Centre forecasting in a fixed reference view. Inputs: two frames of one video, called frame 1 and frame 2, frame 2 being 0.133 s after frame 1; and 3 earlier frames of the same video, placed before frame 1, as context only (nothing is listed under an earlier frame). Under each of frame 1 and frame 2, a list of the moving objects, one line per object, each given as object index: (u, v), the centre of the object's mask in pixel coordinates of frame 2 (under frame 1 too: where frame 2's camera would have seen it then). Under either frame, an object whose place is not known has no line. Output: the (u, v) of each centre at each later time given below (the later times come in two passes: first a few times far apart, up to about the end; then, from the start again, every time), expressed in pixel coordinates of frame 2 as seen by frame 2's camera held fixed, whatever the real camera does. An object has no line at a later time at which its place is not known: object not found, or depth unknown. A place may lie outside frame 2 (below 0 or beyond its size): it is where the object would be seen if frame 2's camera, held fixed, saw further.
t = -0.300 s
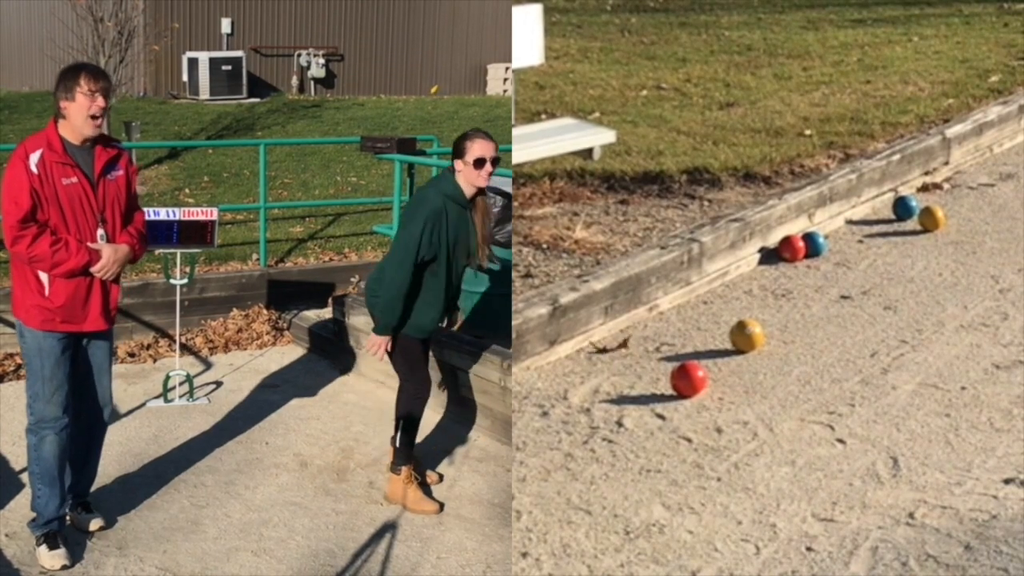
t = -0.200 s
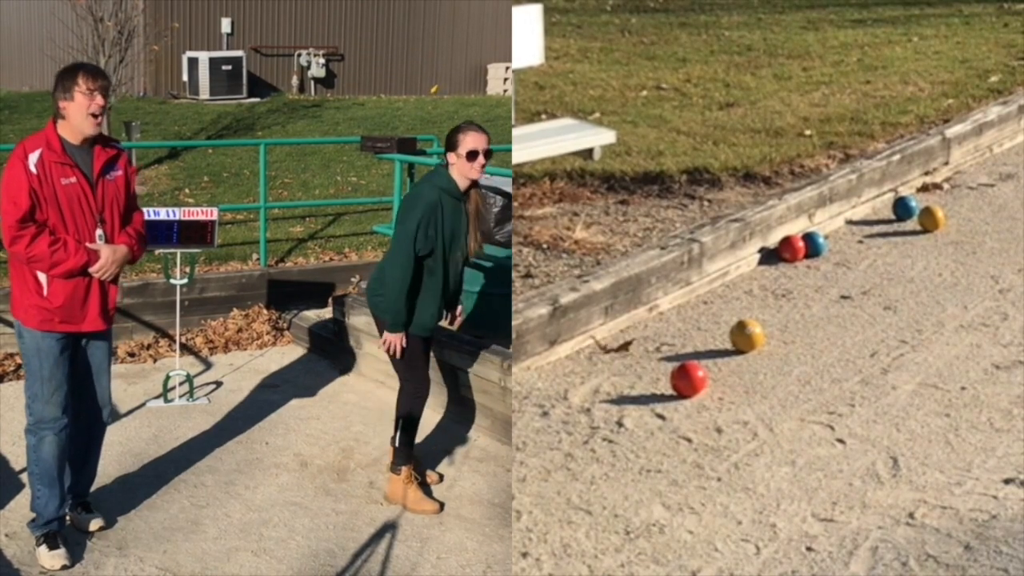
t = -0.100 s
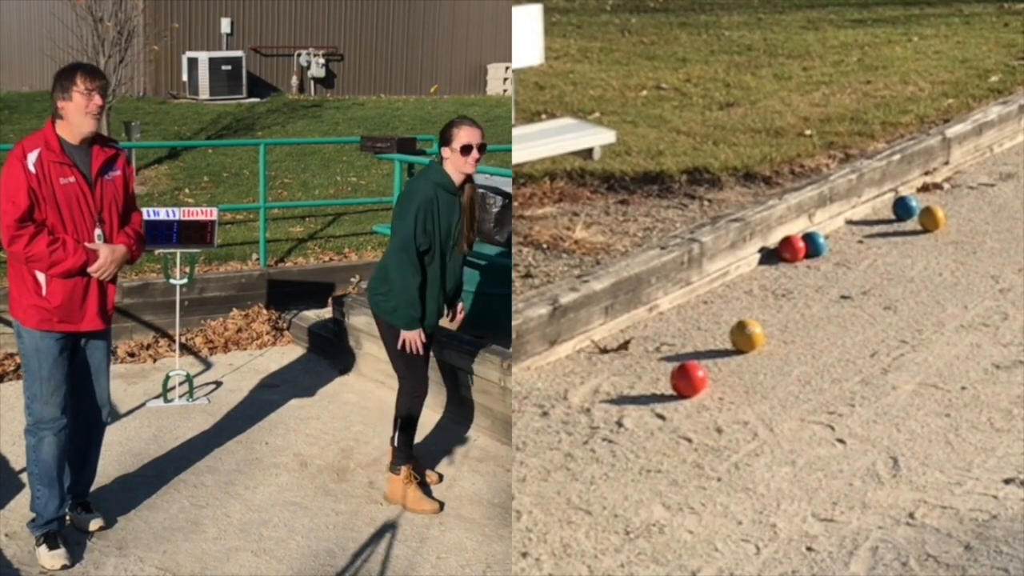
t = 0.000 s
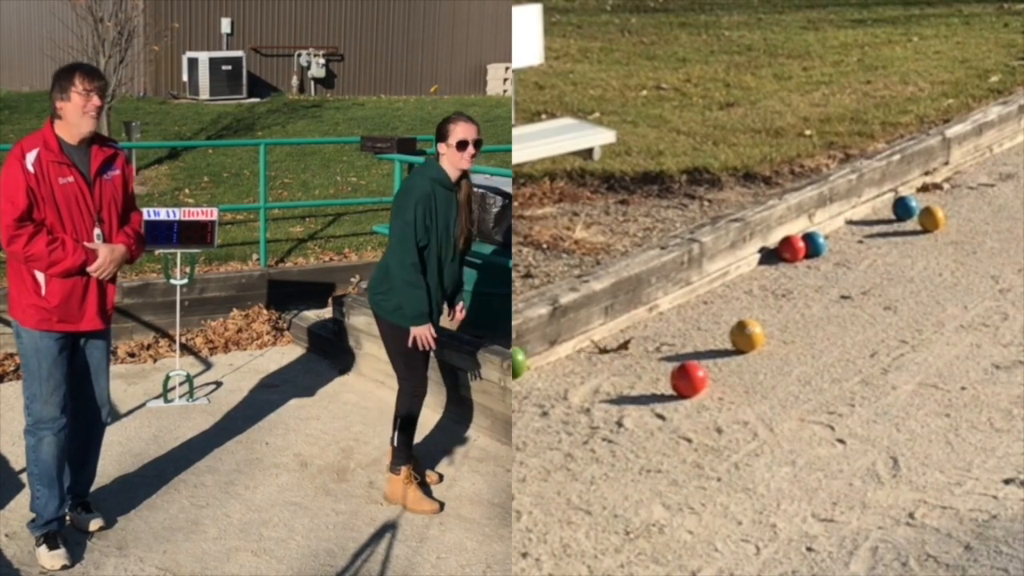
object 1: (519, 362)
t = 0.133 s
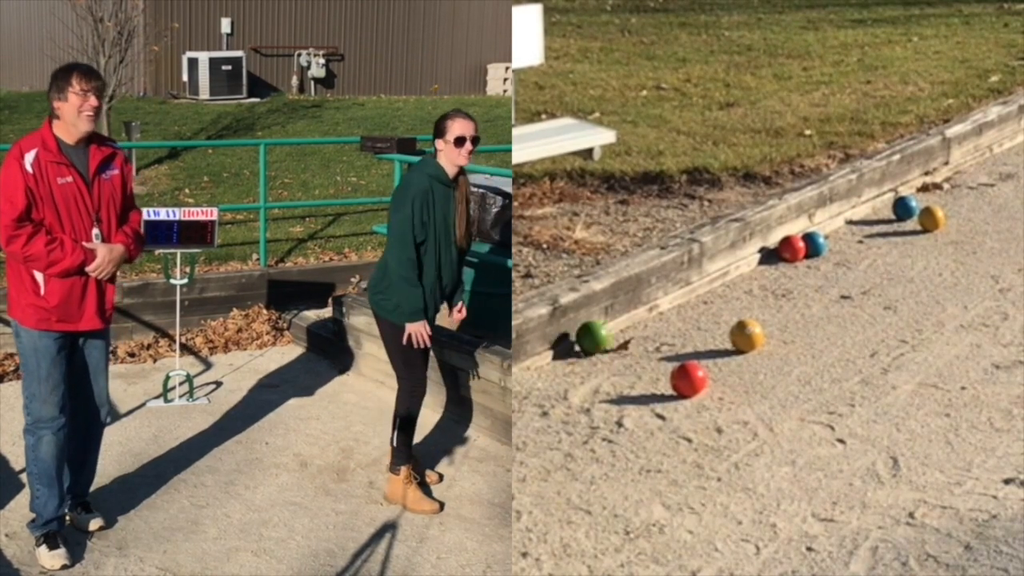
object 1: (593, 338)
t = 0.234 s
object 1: (649, 314)
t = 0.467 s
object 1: (760, 269)
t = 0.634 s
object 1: (833, 251)
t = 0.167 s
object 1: (612, 331)
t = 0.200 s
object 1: (631, 321)
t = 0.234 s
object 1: (649, 314)
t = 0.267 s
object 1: (667, 308)
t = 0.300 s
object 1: (683, 300)
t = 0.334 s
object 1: (699, 293)
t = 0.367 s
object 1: (715, 289)
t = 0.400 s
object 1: (731, 281)
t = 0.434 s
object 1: (745, 276)
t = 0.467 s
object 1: (760, 269)
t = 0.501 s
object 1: (774, 265)
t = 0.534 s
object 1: (787, 257)
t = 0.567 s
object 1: (801, 254)
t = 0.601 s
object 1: (817, 251)
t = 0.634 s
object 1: (833, 251)
